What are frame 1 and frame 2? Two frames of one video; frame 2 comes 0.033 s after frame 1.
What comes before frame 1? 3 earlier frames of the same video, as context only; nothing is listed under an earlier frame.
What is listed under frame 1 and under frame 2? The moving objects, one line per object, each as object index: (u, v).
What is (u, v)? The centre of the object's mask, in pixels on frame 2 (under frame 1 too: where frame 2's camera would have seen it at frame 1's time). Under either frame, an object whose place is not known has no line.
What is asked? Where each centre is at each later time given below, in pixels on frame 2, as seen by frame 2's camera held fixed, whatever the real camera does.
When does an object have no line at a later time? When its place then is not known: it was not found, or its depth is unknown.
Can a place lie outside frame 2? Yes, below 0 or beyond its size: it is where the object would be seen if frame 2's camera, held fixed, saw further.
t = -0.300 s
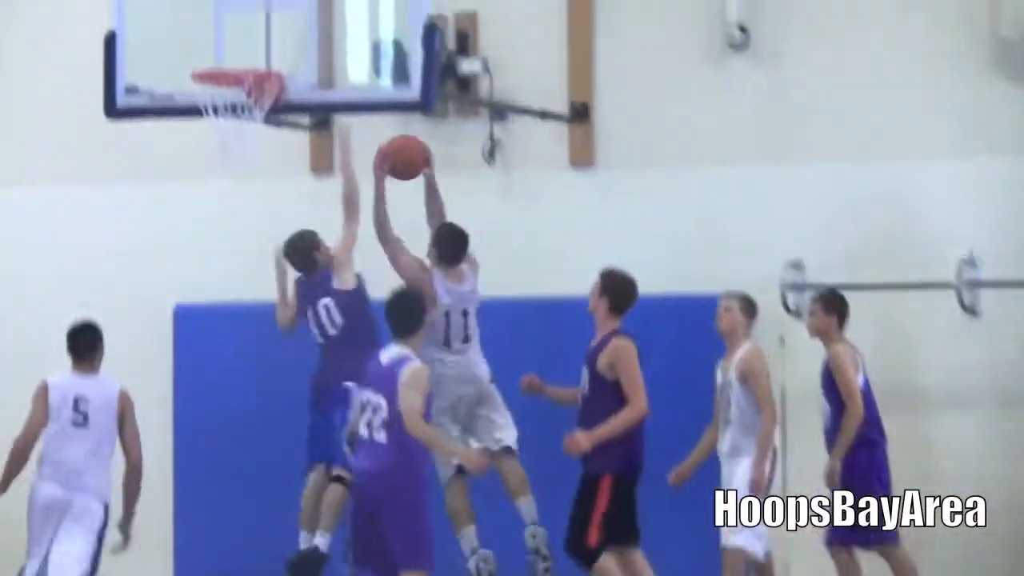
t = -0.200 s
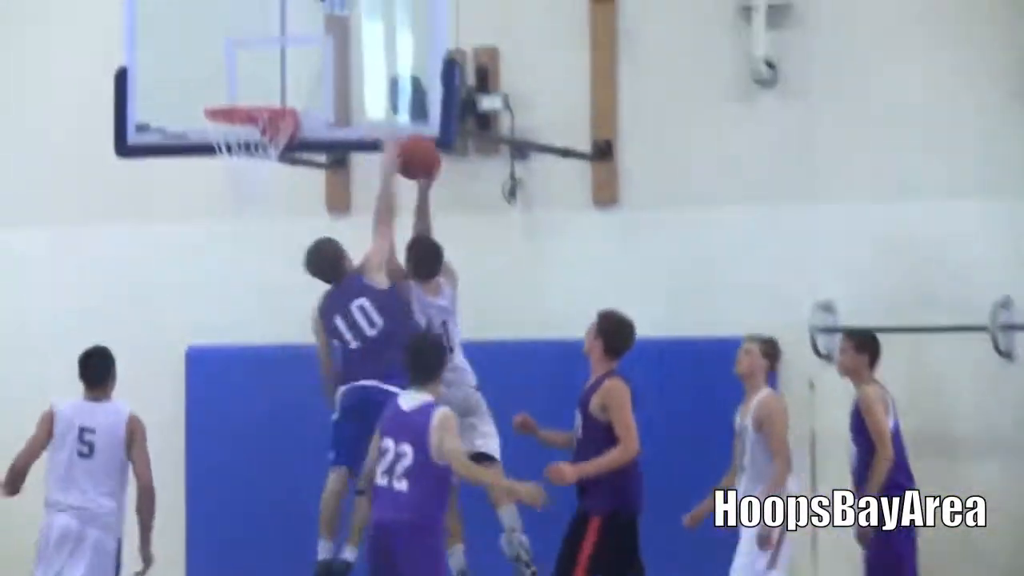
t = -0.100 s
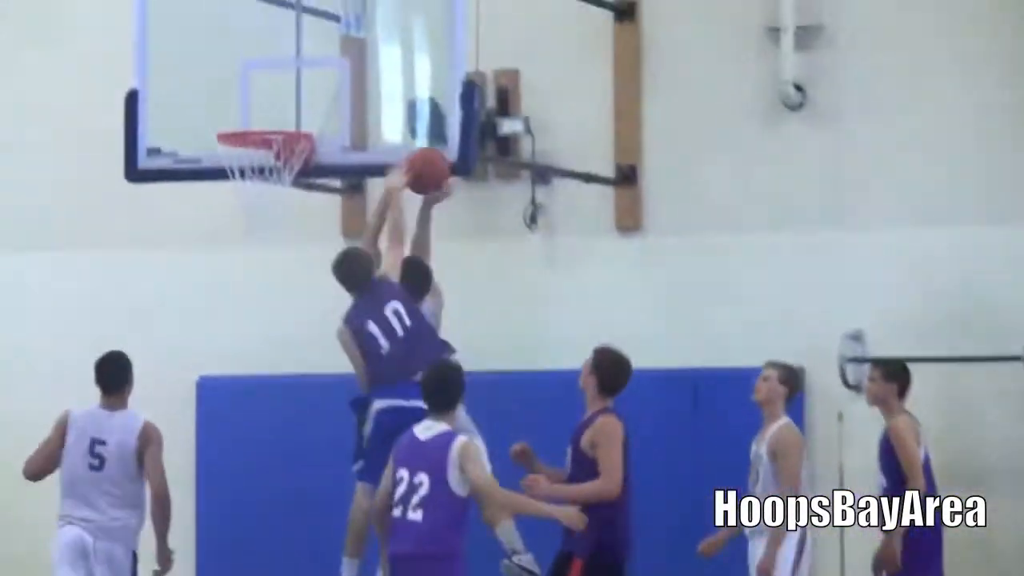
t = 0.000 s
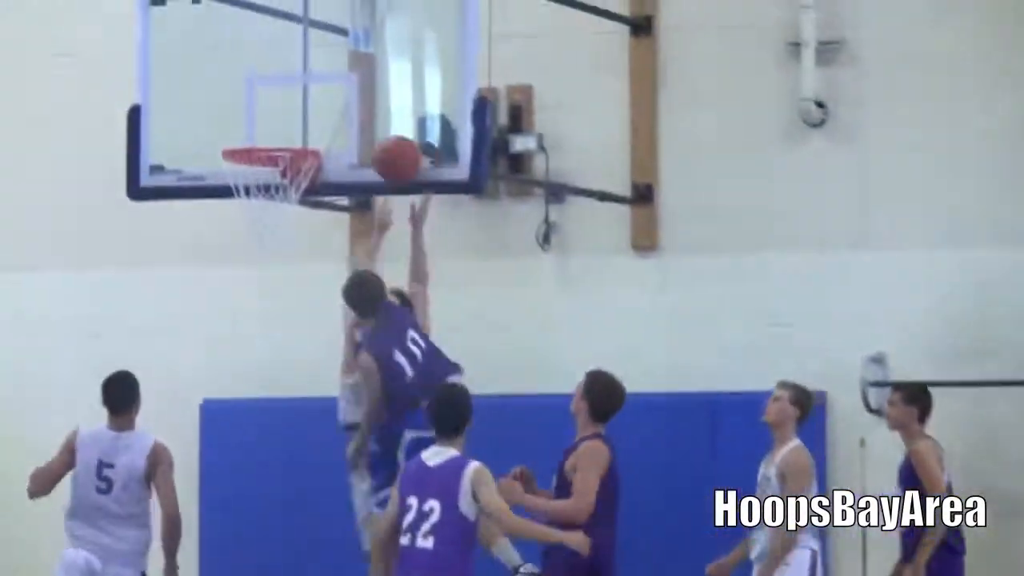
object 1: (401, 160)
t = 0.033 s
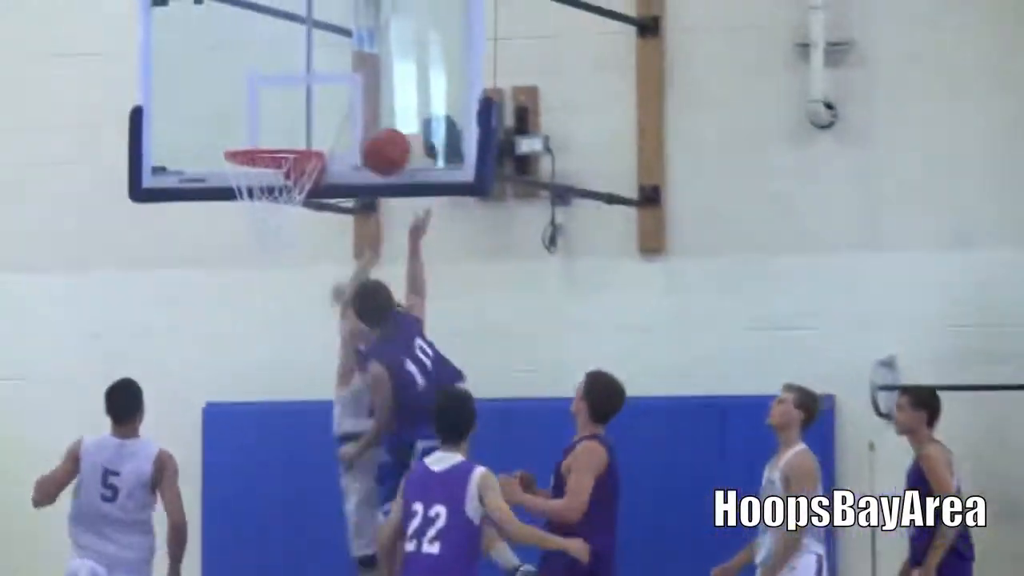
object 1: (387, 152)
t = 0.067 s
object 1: (370, 144)
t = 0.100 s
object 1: (355, 138)
